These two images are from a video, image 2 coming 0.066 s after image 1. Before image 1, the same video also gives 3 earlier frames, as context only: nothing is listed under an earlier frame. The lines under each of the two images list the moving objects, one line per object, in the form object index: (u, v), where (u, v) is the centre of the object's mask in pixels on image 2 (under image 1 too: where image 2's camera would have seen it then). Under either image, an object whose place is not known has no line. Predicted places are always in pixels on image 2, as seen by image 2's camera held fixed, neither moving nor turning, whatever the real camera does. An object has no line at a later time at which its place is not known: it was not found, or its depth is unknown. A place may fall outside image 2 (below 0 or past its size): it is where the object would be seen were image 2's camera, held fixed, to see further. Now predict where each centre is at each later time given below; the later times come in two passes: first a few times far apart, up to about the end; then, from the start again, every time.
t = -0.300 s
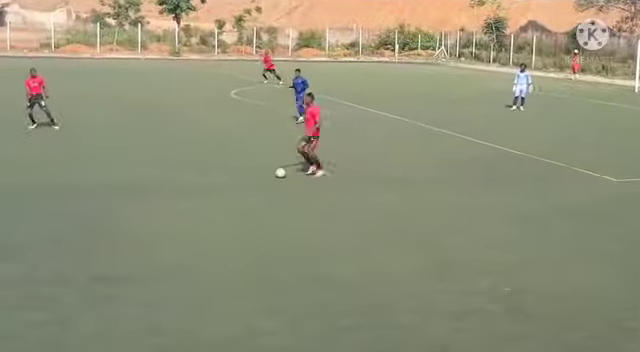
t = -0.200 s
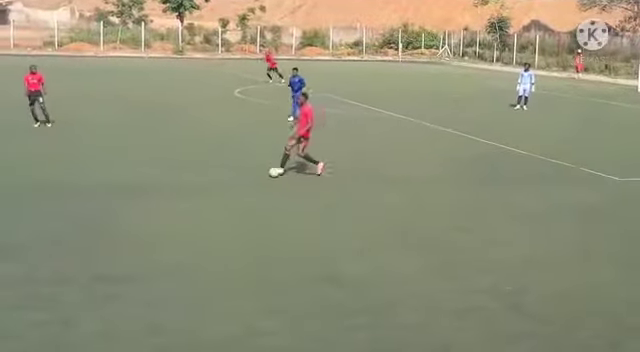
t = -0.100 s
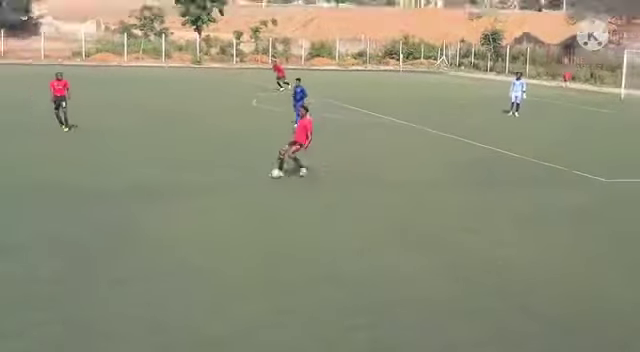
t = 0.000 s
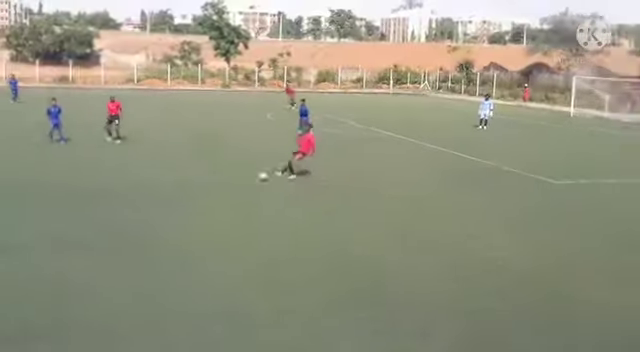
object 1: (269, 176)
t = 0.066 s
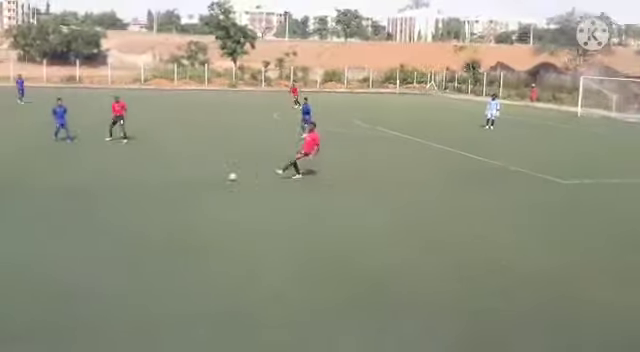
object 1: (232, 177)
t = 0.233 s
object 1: (148, 176)
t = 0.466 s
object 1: (42, 175)
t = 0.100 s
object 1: (215, 177)
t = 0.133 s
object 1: (198, 176)
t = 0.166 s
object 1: (182, 177)
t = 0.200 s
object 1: (163, 177)
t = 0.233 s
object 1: (148, 176)
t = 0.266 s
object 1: (131, 176)
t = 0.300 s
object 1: (116, 176)
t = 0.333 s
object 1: (101, 175)
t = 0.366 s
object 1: (86, 175)
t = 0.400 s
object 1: (70, 175)
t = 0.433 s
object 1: (55, 175)
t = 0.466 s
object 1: (42, 175)
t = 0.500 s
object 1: (28, 174)
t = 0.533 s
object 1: (15, 174)
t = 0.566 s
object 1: (2, 174)
